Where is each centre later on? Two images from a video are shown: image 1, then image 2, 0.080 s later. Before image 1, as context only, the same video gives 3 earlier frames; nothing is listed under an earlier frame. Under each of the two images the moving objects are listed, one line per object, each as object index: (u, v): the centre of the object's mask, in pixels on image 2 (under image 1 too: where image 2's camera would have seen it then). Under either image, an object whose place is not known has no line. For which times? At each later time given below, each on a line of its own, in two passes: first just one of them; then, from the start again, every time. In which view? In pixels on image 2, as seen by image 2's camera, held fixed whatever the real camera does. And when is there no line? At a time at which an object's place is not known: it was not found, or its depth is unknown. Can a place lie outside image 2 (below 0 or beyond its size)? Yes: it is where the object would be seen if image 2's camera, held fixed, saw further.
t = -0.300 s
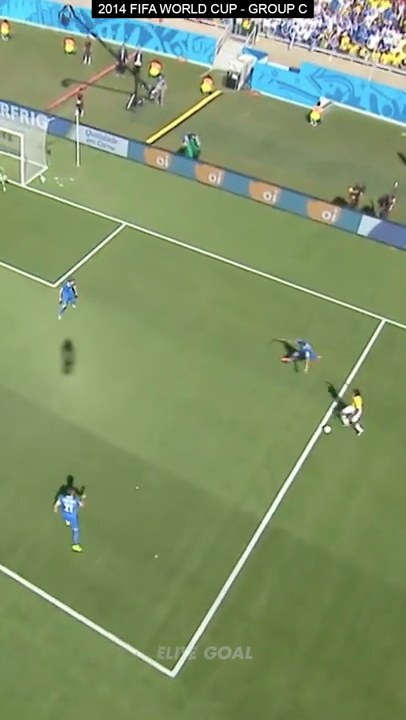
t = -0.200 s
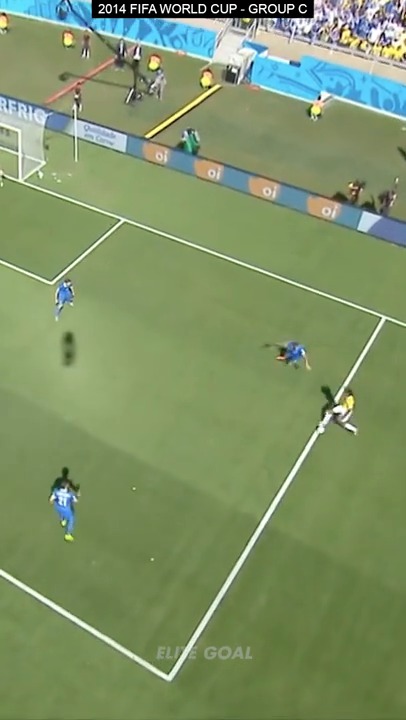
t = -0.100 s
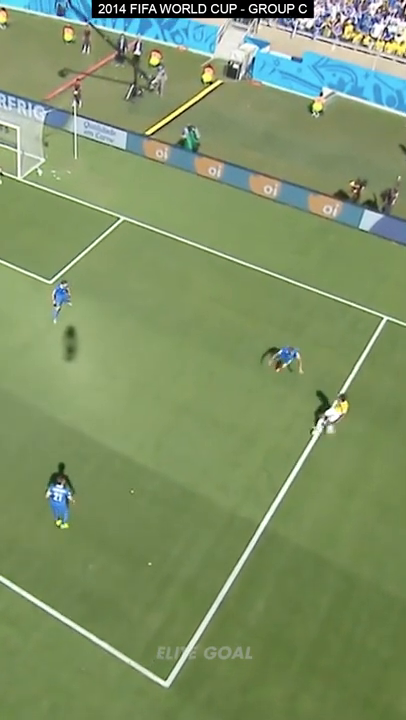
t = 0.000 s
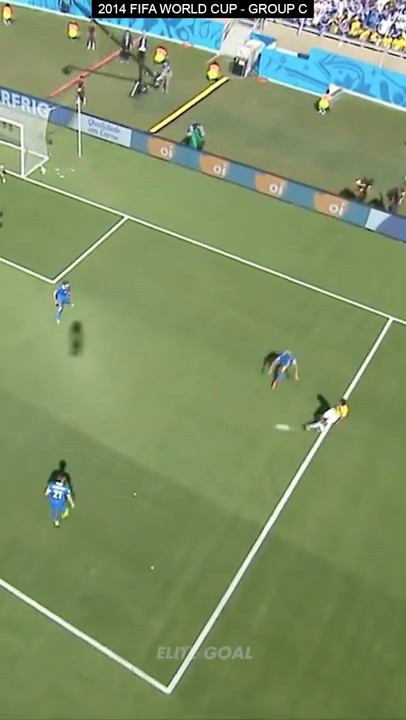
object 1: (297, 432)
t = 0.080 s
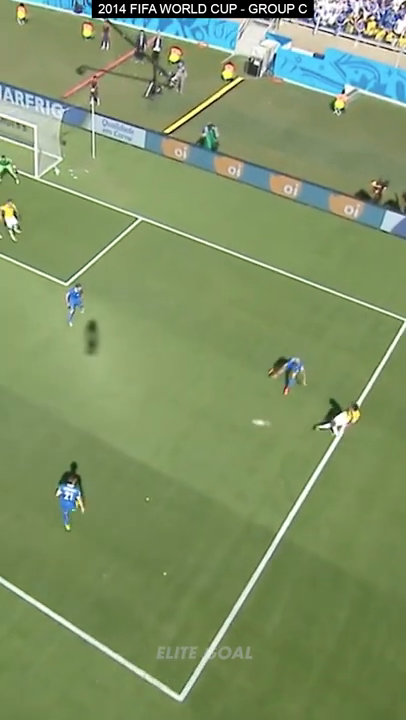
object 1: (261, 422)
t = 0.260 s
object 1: (171, 403)
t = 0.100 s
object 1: (246, 420)
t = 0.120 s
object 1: (233, 418)
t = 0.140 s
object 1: (221, 415)
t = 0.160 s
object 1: (217, 413)
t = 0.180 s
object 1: (212, 412)
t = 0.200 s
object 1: (200, 409)
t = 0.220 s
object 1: (188, 407)
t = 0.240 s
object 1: (178, 404)
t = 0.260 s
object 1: (171, 403)
